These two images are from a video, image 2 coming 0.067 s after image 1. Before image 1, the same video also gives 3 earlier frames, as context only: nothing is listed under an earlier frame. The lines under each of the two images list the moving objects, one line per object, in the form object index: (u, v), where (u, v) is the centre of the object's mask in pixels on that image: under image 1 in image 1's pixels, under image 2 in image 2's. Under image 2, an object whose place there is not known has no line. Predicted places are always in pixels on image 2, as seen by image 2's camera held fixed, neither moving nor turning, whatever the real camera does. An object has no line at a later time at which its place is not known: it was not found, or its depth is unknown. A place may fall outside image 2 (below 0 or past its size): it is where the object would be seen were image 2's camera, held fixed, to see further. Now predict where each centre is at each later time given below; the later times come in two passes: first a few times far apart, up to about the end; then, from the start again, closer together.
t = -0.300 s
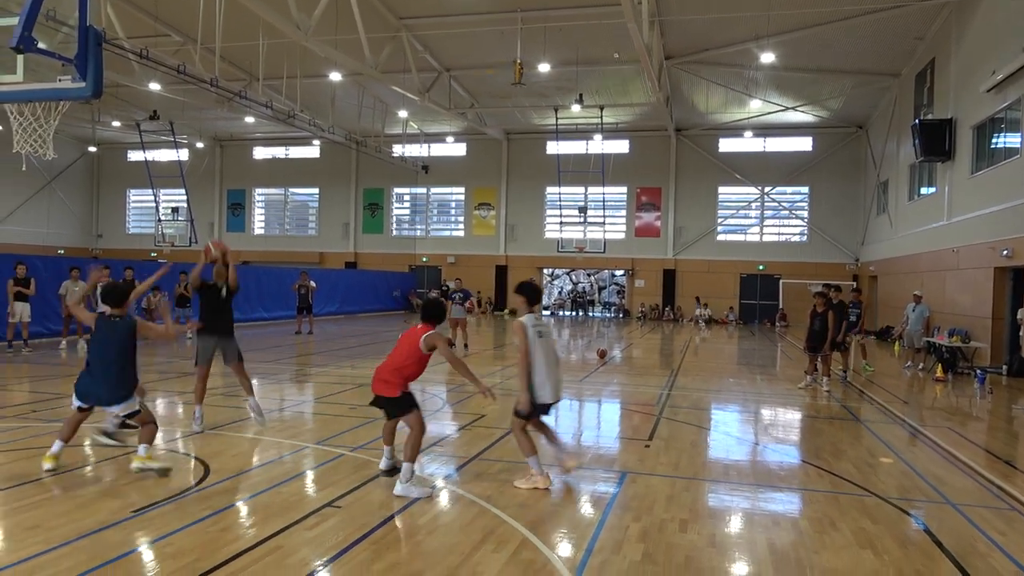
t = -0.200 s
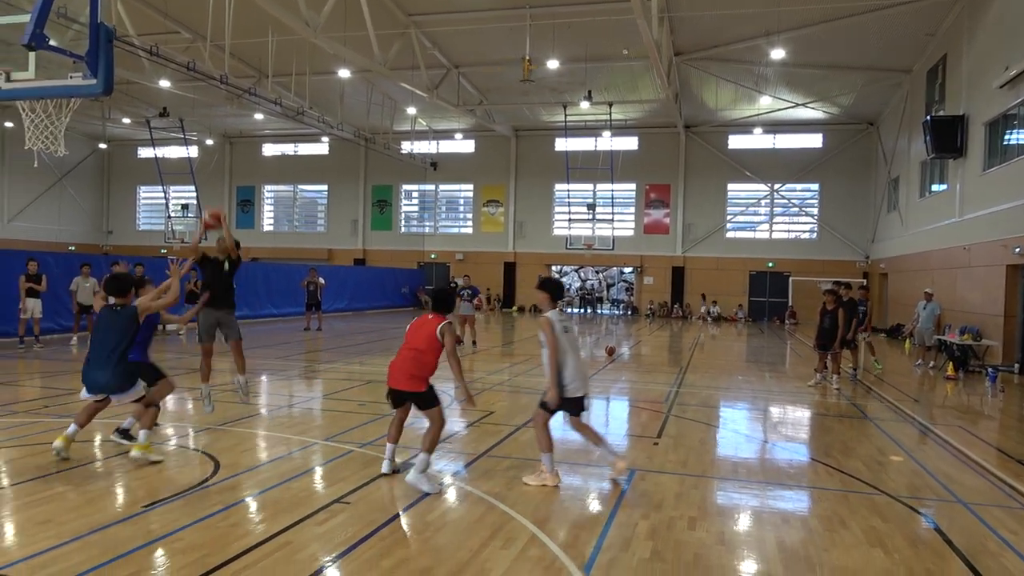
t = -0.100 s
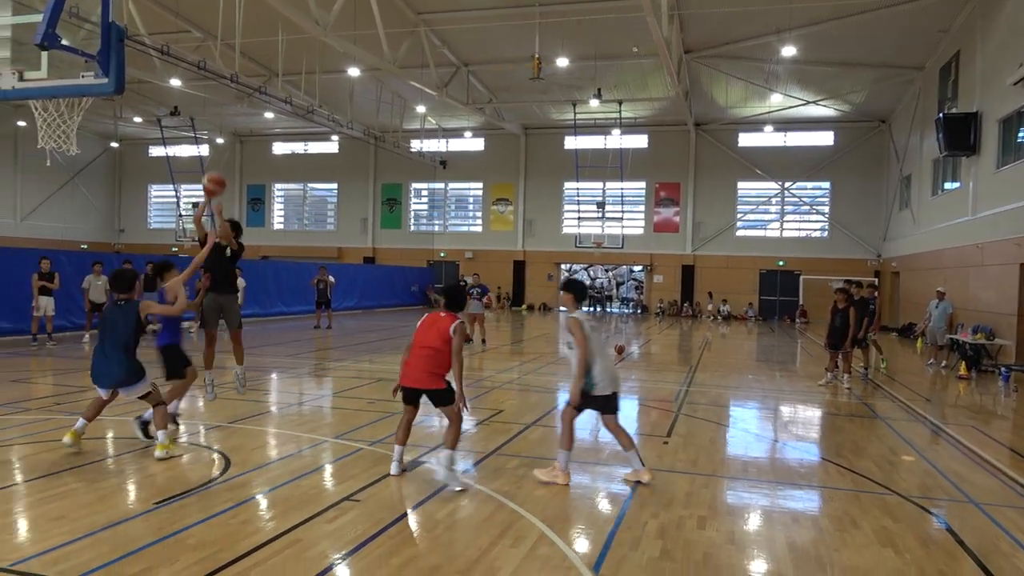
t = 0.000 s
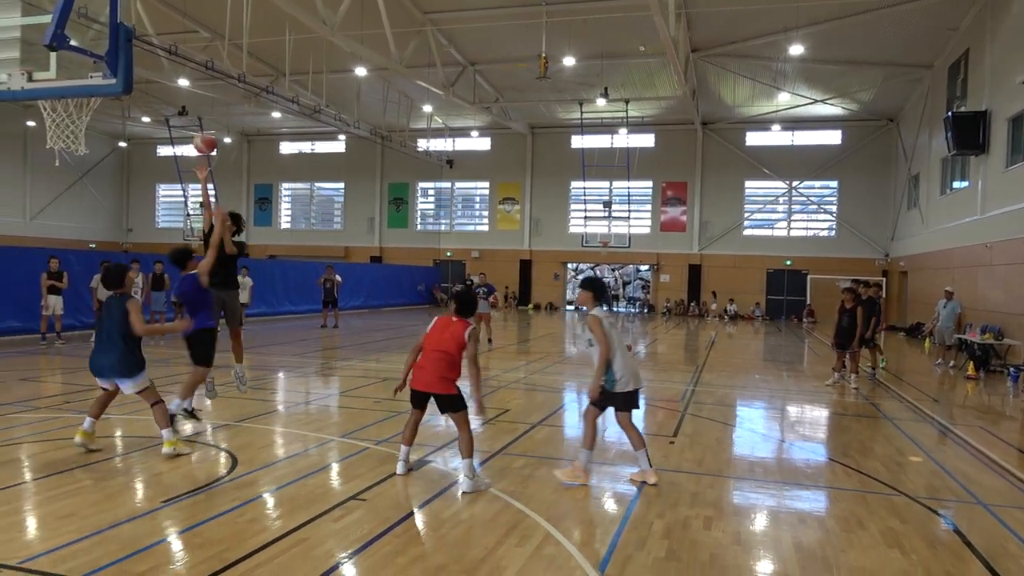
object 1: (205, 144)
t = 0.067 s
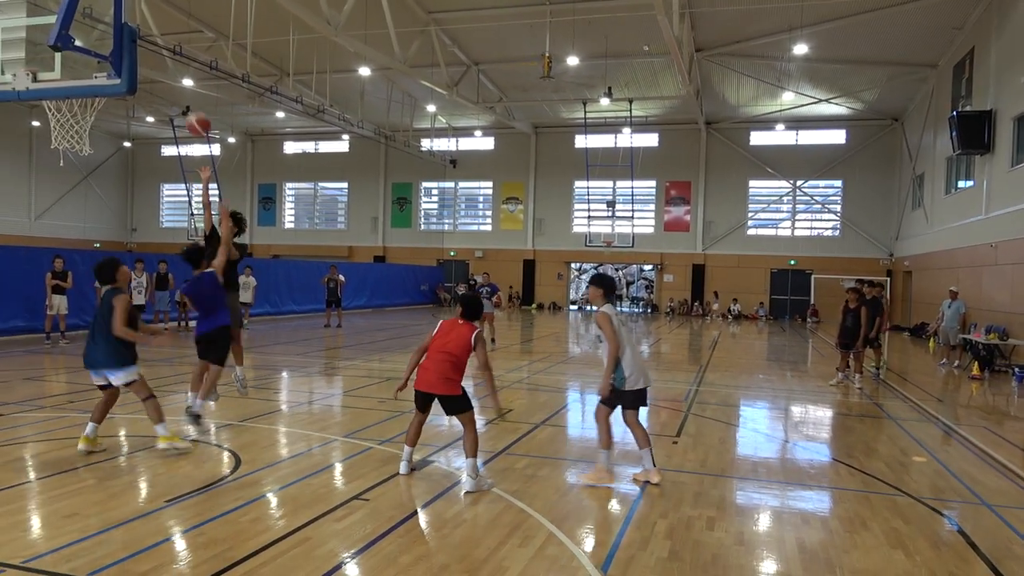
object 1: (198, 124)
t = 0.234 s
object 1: (161, 81)
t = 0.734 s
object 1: (40, 117)
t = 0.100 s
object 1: (190, 113)
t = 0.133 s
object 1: (182, 103)
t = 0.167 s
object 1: (178, 98)
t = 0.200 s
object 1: (170, 89)
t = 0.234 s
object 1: (161, 81)
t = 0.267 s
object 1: (158, 78)
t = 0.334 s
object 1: (144, 69)
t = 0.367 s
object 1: (141, 68)
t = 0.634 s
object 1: (54, 106)
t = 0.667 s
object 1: (48, 109)
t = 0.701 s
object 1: (43, 114)
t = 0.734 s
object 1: (40, 117)
